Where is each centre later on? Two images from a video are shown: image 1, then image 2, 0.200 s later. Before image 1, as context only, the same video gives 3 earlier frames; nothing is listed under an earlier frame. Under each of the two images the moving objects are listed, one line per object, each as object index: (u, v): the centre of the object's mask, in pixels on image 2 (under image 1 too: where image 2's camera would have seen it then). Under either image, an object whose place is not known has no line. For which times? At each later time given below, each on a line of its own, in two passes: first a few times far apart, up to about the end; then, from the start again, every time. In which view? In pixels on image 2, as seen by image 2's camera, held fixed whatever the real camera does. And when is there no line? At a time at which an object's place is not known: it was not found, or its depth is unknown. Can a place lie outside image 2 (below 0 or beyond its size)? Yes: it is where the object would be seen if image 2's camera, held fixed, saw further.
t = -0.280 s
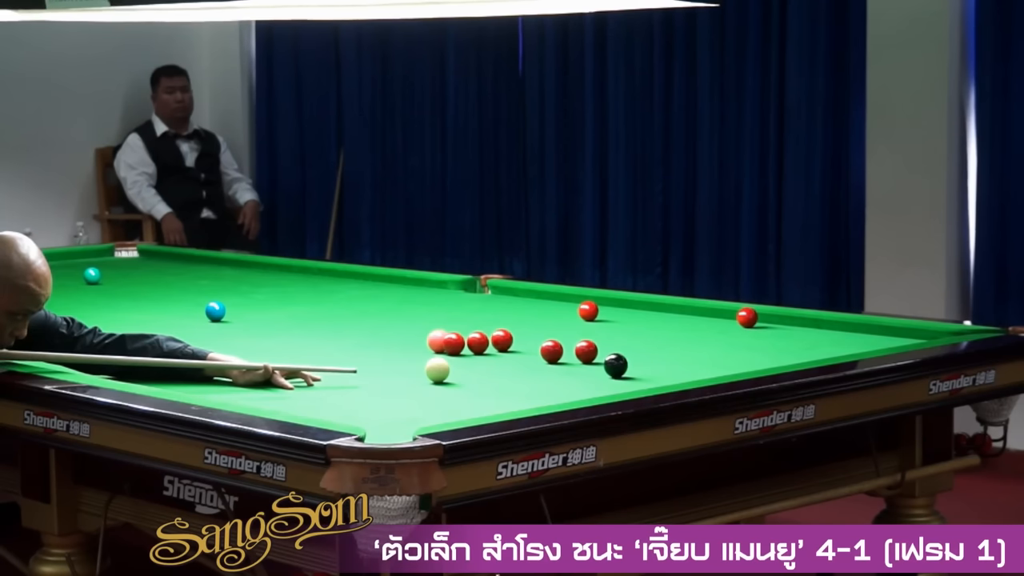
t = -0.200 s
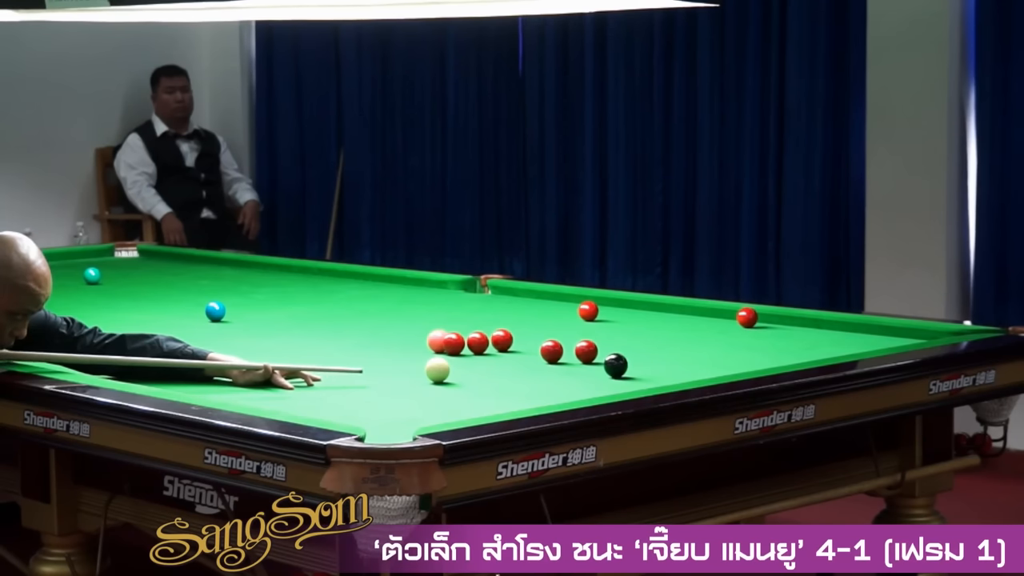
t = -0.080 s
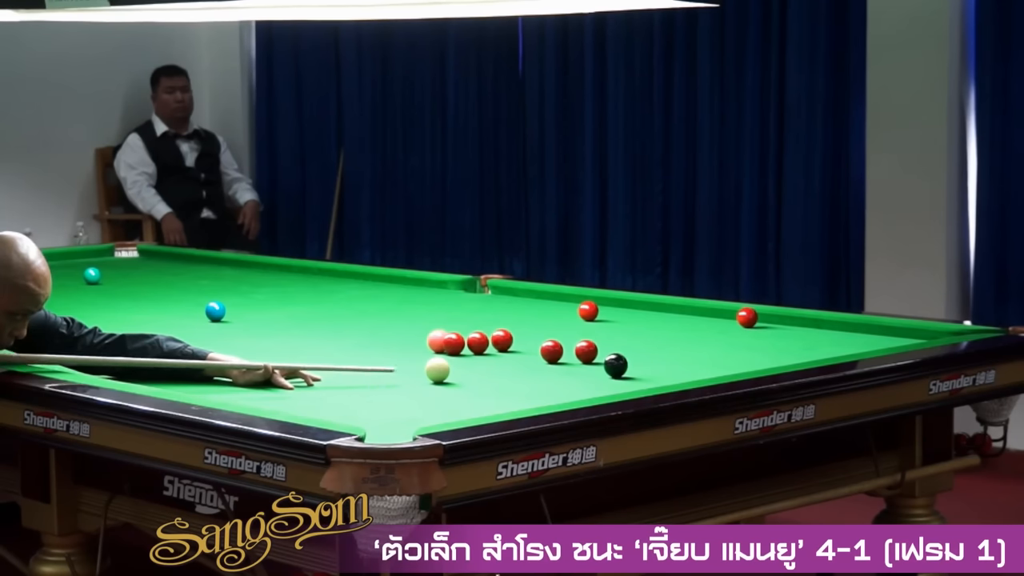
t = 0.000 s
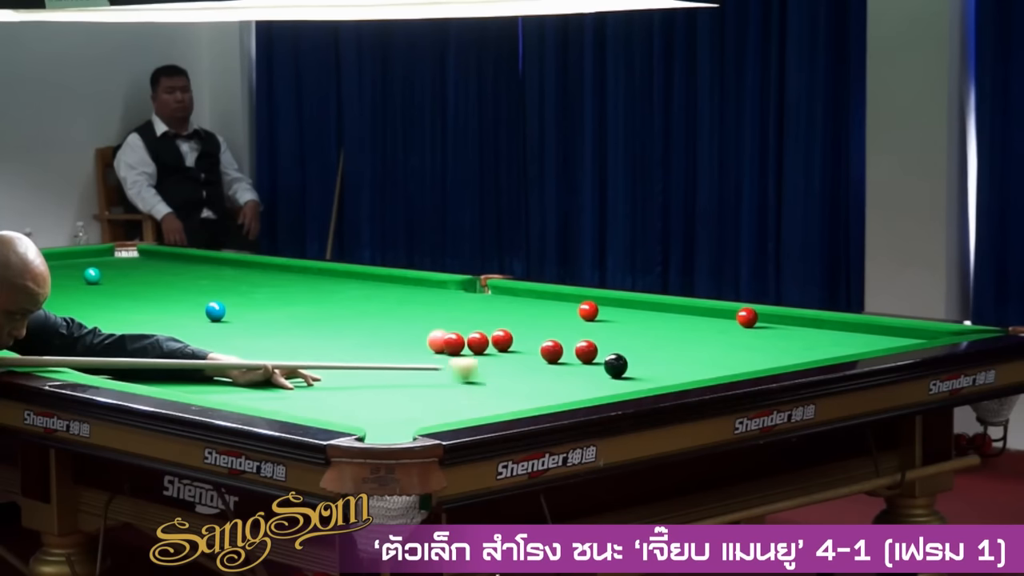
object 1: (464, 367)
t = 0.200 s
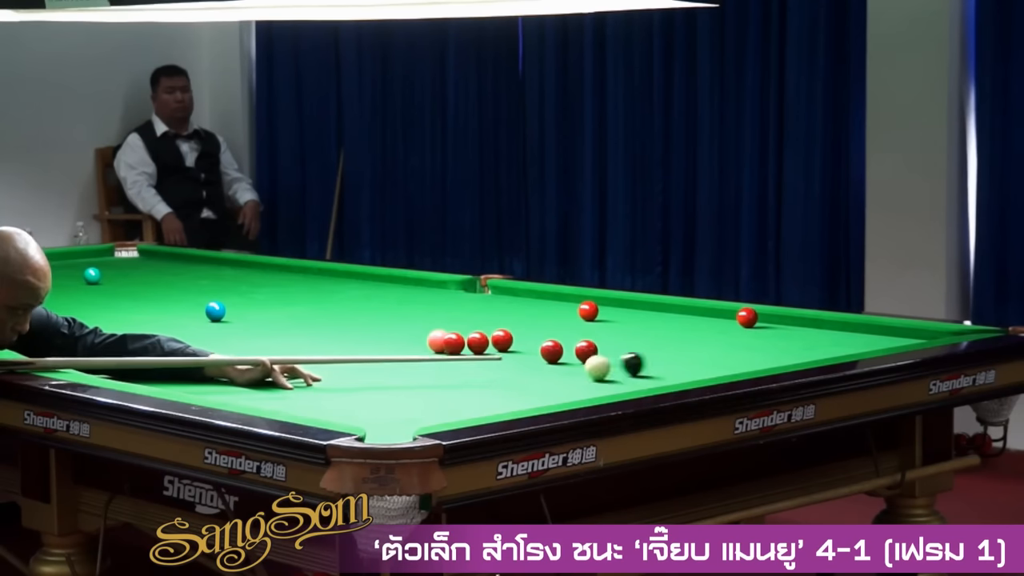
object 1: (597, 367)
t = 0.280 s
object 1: (612, 370)
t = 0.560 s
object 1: (677, 374)
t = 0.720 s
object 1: (714, 372)
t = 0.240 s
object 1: (604, 369)
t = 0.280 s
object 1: (612, 370)
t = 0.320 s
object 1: (621, 370)
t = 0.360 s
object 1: (631, 371)
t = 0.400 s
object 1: (640, 372)
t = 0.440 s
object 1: (649, 373)
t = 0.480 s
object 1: (658, 373)
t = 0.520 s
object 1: (668, 373)
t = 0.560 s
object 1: (677, 374)
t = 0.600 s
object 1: (686, 374)
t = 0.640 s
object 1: (695, 373)
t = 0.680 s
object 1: (704, 373)
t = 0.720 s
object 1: (714, 372)
